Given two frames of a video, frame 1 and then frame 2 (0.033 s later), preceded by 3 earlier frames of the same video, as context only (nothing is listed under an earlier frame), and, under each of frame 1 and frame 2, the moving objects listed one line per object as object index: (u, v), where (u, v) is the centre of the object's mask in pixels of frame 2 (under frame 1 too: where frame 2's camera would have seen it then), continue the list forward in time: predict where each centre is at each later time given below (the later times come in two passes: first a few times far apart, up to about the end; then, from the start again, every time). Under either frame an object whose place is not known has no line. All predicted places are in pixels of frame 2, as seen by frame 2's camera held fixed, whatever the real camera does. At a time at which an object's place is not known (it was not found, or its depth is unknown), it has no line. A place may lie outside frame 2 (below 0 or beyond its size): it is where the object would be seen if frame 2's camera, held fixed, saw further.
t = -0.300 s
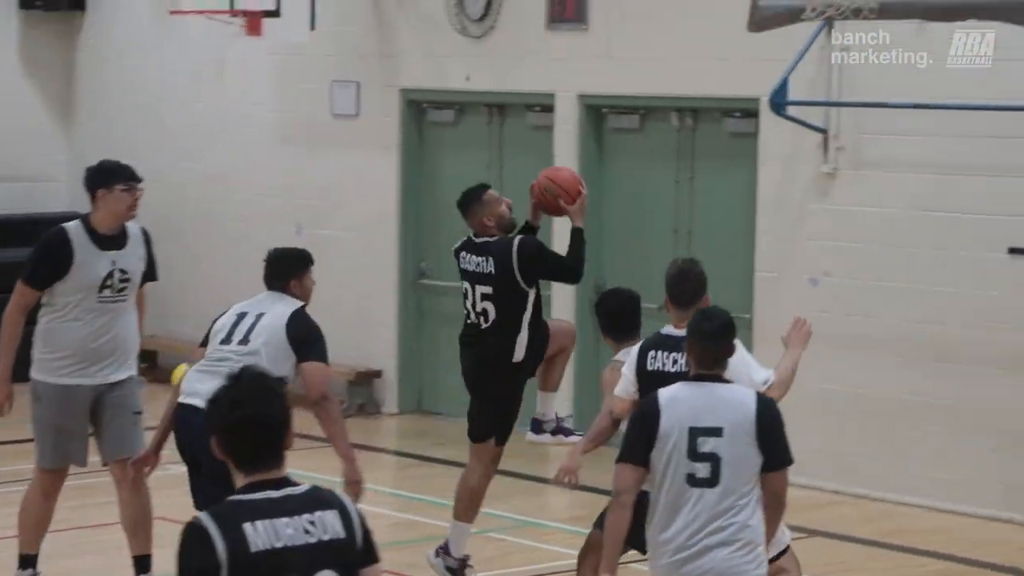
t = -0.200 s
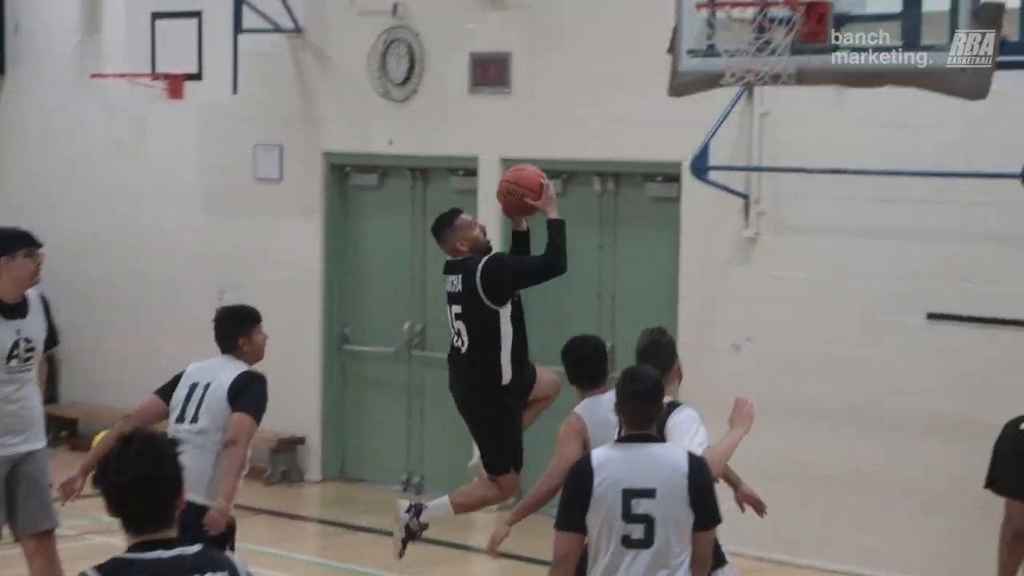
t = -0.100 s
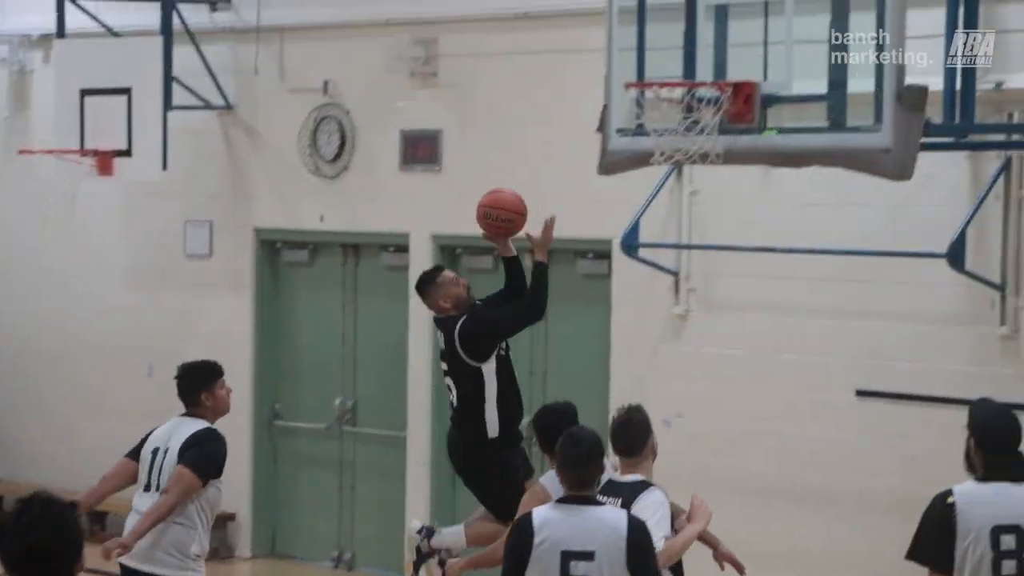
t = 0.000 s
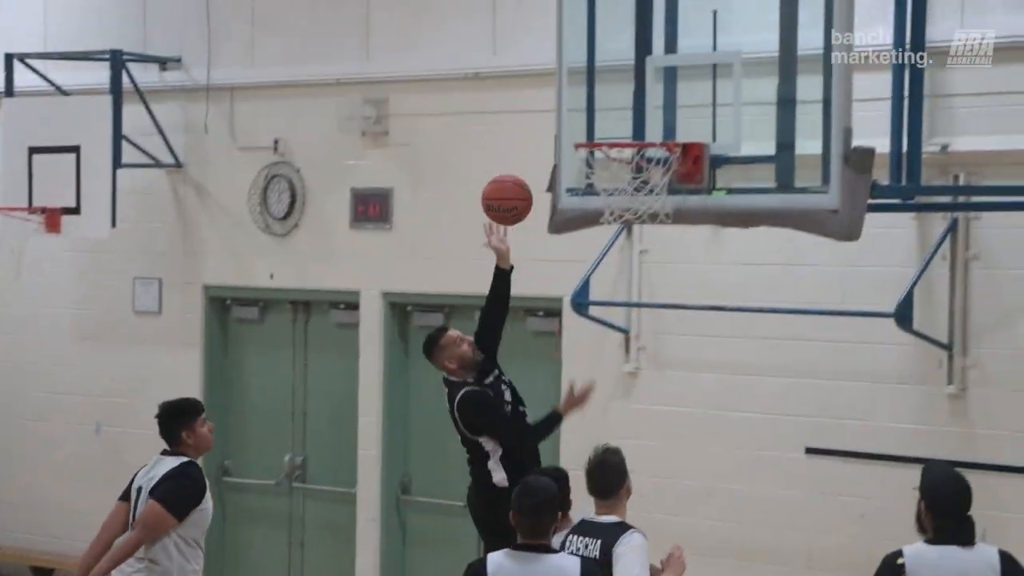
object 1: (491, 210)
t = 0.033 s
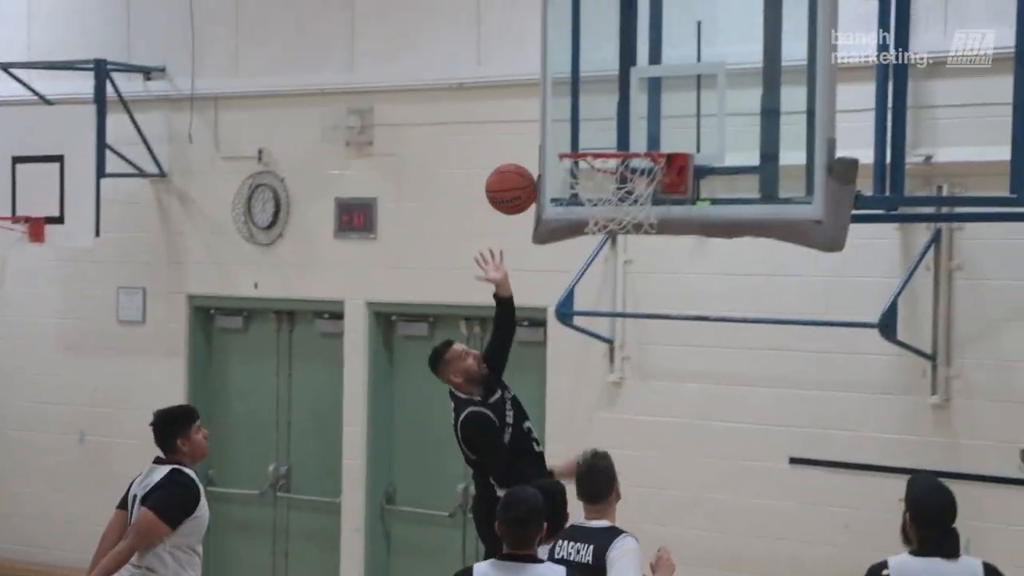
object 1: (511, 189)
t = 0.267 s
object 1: (630, 109)
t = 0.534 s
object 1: (602, 164)
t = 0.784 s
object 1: (607, 193)
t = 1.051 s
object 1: (652, 223)
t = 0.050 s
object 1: (520, 179)
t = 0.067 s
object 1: (530, 170)
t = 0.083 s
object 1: (539, 162)
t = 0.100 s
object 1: (547, 152)
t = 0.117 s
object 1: (557, 143)
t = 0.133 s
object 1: (569, 136)
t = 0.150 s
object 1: (580, 131)
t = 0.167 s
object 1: (589, 127)
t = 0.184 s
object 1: (599, 123)
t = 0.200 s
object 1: (609, 118)
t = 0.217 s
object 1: (620, 114)
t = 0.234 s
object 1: (628, 111)
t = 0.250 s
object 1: (629, 110)
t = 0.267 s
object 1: (630, 109)
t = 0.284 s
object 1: (631, 110)
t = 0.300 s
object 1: (631, 110)
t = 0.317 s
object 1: (632, 112)
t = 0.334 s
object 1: (633, 114)
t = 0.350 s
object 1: (634, 116)
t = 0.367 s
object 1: (634, 119)
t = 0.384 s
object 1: (635, 123)
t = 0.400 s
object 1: (636, 127)
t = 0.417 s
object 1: (636, 130)
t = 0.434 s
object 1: (637, 134)
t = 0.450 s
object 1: (638, 144)
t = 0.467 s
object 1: (632, 147)
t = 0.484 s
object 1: (625, 150)
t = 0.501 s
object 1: (617, 151)
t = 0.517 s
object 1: (611, 158)
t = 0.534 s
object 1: (602, 164)
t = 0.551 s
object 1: (596, 169)
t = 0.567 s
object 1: (593, 176)
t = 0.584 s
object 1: (590, 179)
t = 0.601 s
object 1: (586, 182)
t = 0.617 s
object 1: (584, 185)
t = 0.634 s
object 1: (583, 187)
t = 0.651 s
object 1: (584, 189)
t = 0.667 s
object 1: (584, 190)
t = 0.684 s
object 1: (586, 190)
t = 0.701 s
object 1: (588, 191)
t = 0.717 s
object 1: (590, 191)
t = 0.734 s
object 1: (593, 192)
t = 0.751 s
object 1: (596, 193)
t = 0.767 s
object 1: (601, 192)
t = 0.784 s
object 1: (607, 193)
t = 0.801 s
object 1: (609, 193)
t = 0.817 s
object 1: (613, 193)
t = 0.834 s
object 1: (617, 193)
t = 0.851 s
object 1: (622, 194)
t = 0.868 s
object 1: (627, 194)
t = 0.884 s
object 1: (629, 196)
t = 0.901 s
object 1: (633, 197)
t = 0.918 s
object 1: (636, 198)
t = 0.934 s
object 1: (639, 200)
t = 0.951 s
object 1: (641, 201)
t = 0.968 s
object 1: (644, 202)
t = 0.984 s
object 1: (646, 206)
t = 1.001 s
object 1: (648, 208)
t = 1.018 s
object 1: (649, 213)
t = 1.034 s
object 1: (650, 221)
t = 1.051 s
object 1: (652, 223)
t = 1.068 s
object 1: (652, 231)
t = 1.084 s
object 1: (654, 236)
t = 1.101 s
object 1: (655, 242)
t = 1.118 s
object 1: (656, 249)
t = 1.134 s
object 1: (657, 256)
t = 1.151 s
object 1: (658, 265)
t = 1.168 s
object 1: (659, 275)
